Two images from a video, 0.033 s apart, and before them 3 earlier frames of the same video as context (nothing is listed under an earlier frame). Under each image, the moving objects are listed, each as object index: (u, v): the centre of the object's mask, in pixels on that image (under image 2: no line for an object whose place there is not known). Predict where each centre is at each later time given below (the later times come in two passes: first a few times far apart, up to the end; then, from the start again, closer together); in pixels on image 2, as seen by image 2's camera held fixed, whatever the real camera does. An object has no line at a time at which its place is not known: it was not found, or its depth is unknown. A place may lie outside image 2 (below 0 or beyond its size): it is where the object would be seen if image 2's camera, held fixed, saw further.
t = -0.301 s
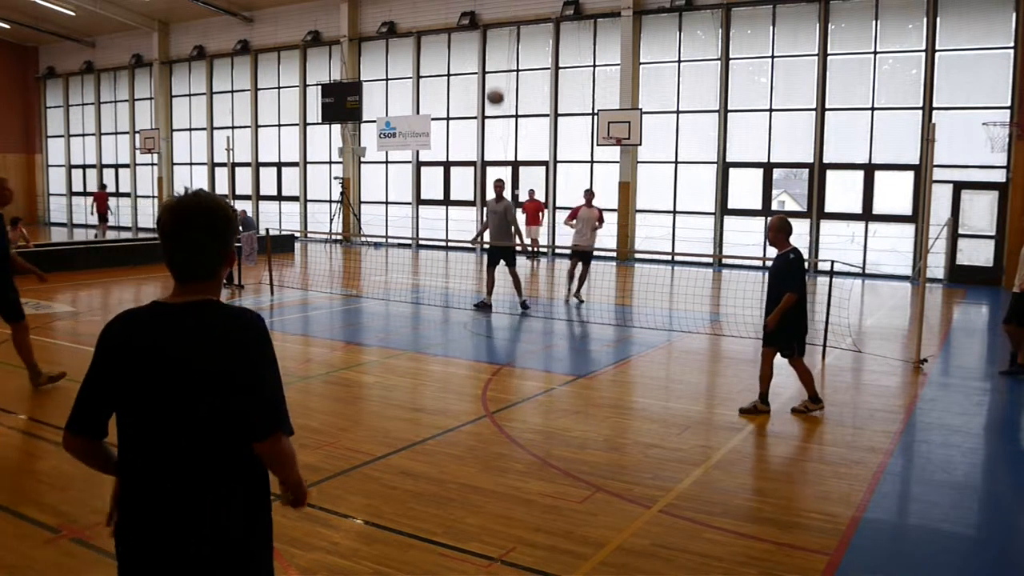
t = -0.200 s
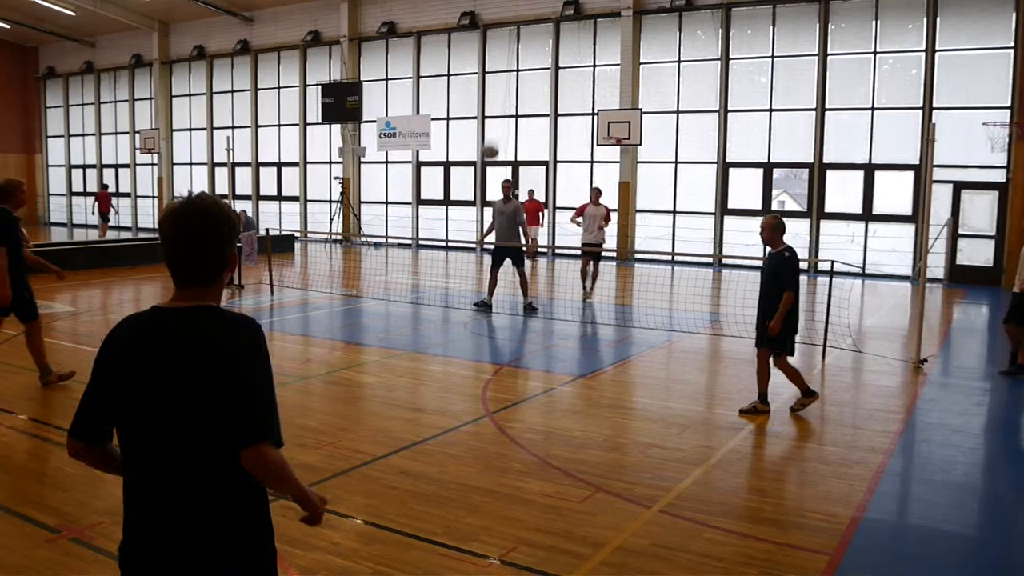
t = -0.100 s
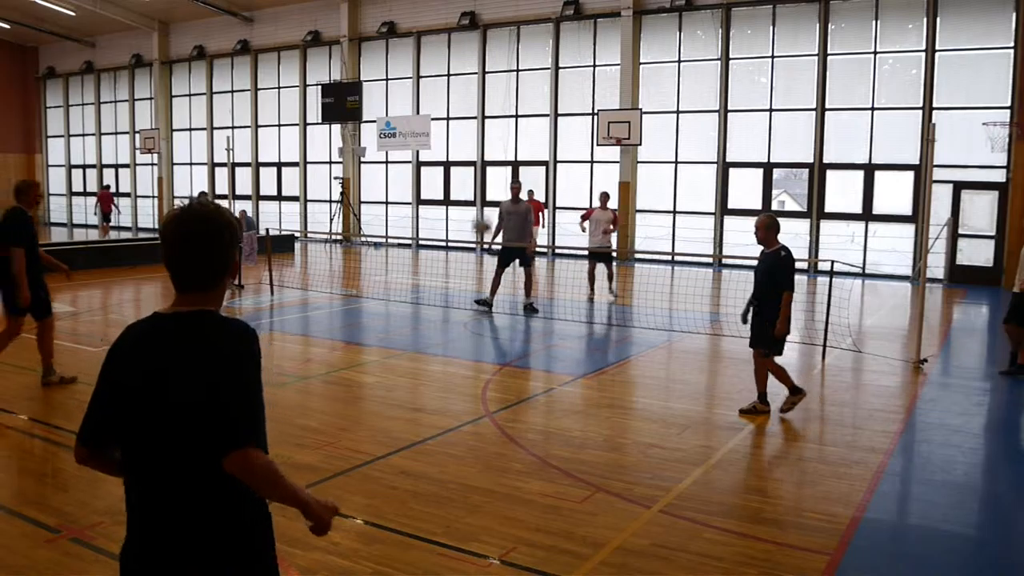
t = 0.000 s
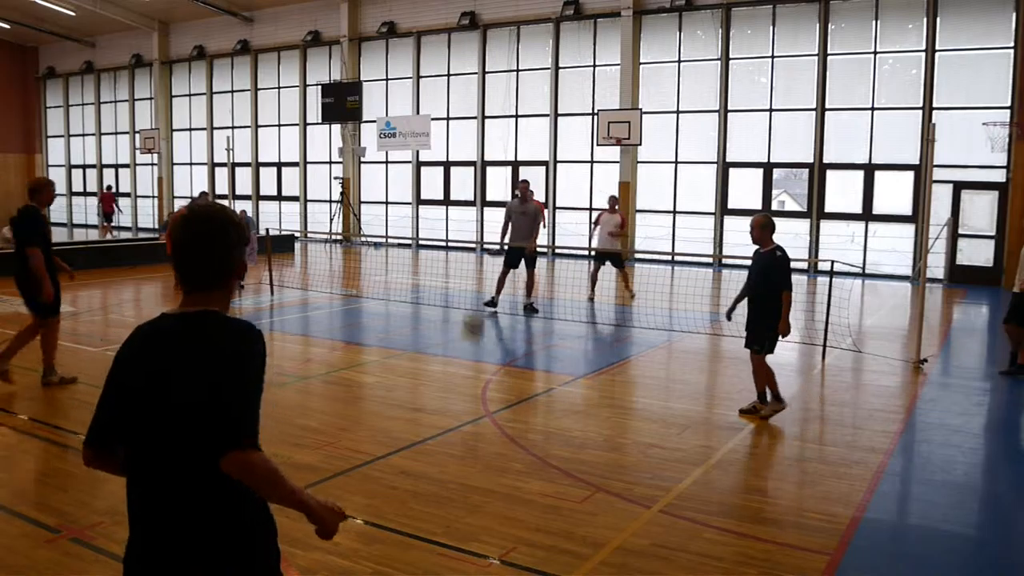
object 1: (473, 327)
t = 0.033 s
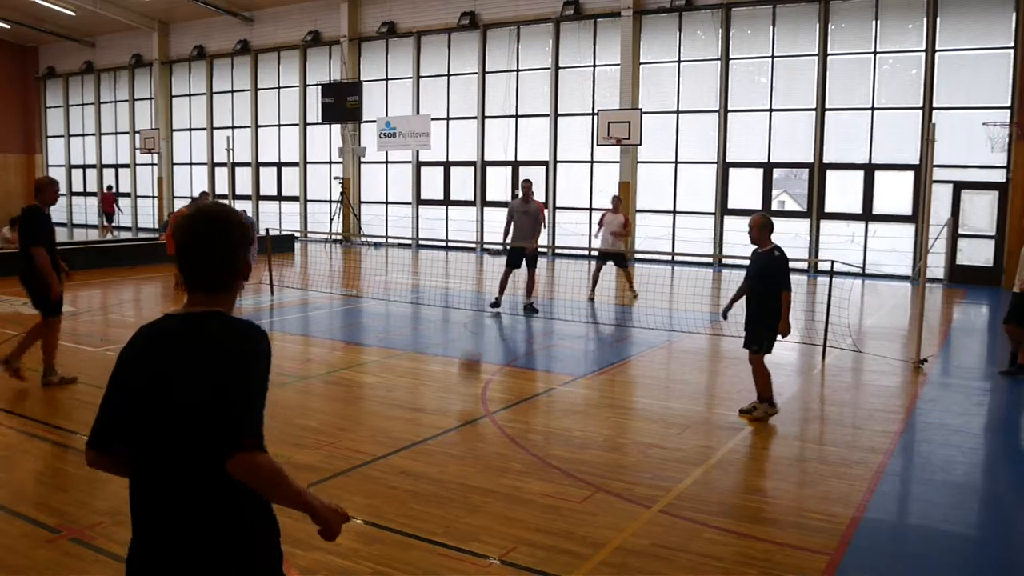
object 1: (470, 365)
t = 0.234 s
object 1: (466, 269)
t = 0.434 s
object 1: (463, 148)
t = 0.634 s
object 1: (458, 54)
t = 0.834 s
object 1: (449, 11)
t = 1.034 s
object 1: (435, 29)
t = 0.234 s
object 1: (466, 269)
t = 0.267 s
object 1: (466, 249)
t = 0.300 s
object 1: (465, 228)
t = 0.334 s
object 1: (464, 207)
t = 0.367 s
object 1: (464, 187)
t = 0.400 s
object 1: (463, 168)
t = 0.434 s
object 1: (463, 148)
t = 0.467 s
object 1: (462, 131)
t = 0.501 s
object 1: (462, 113)
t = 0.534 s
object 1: (460, 97)
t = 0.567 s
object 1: (459, 82)
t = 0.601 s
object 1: (458, 67)
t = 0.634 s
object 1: (458, 54)
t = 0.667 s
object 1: (456, 41)
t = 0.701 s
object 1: (455, 30)
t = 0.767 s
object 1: (452, 16)
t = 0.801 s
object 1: (451, 13)
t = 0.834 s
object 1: (449, 11)
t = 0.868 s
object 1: (447, 11)
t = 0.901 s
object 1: (445, 11)
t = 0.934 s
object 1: (442, 12)
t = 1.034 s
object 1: (435, 29)
